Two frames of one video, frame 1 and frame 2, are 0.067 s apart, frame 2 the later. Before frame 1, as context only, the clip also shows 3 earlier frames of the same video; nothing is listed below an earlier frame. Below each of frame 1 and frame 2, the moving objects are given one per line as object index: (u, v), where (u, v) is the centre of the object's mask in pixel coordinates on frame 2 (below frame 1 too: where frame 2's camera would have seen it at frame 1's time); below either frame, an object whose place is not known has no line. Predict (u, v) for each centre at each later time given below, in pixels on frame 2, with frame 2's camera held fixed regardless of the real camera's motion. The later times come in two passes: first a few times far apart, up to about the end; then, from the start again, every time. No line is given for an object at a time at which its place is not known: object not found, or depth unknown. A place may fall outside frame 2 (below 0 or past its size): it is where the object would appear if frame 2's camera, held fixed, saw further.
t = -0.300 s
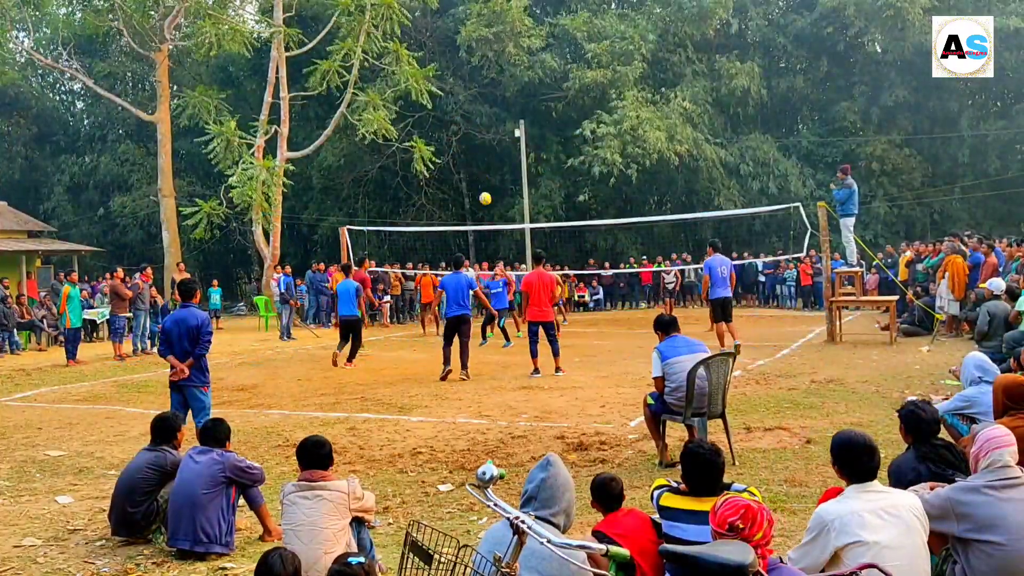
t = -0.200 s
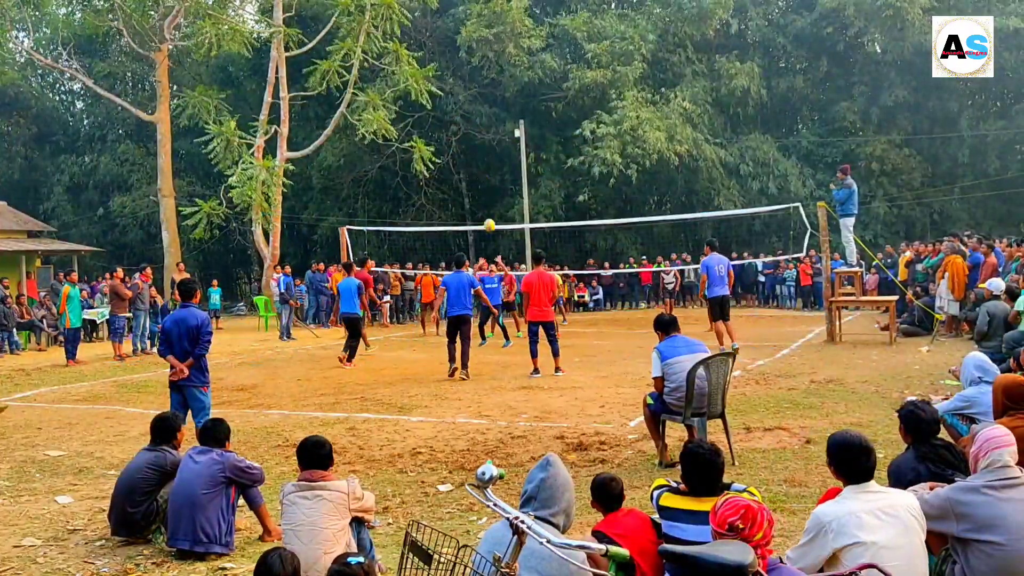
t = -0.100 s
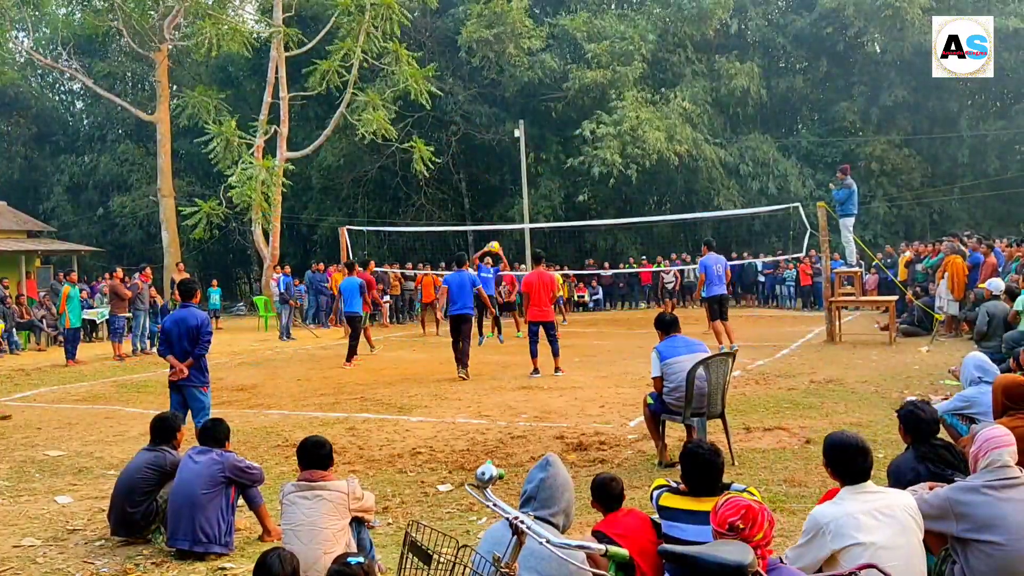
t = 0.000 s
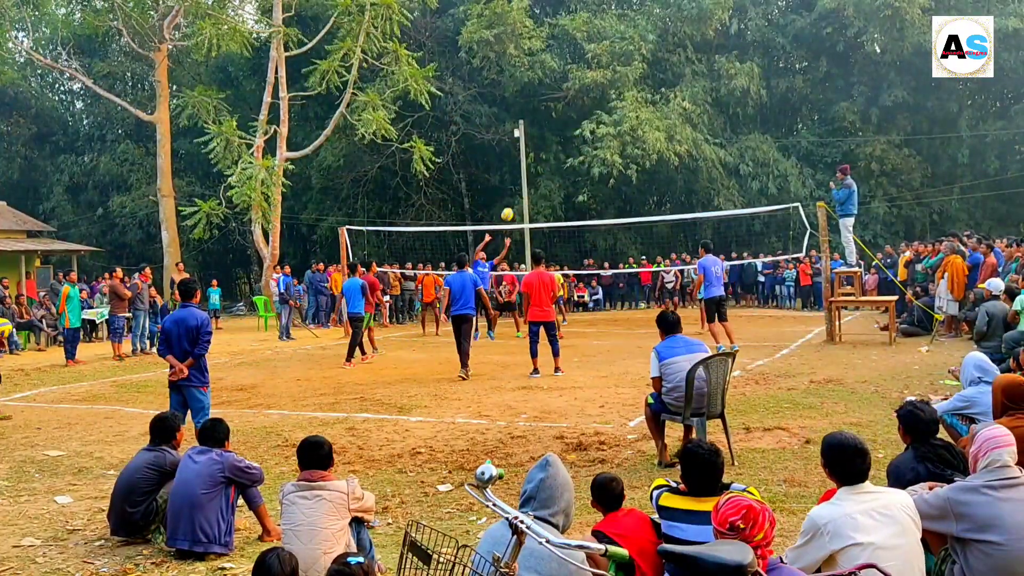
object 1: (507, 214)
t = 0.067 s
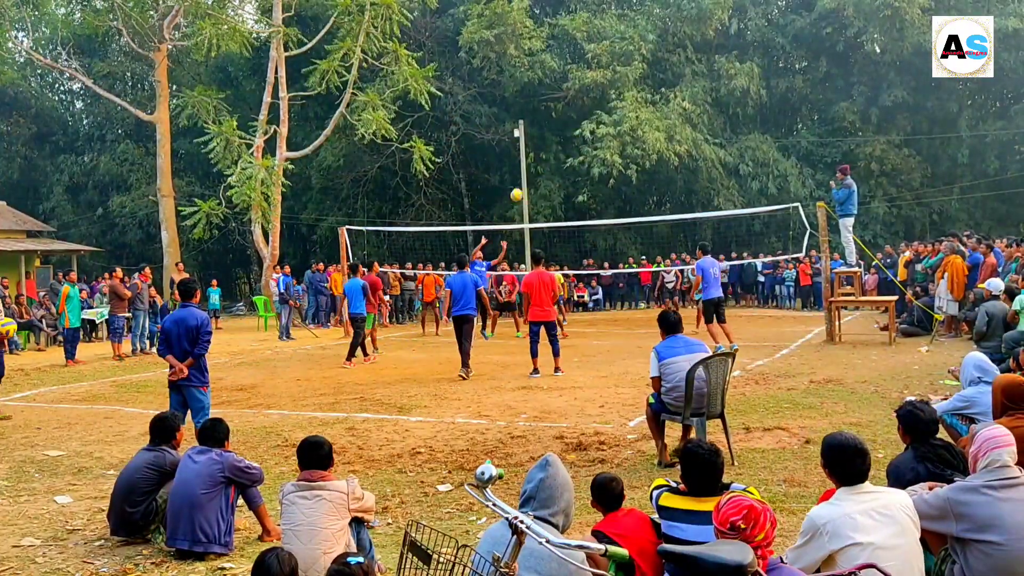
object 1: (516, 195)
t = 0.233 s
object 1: (540, 155)
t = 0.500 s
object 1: (579, 121)
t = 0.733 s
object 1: (614, 122)
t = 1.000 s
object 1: (653, 163)
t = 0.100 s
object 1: (521, 186)
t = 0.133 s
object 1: (526, 177)
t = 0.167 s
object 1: (531, 169)
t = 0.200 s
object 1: (535, 161)
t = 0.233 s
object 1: (540, 155)
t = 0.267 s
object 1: (545, 148)
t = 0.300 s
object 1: (550, 143)
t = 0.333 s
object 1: (555, 137)
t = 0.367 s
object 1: (560, 133)
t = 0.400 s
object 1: (565, 129)
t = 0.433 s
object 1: (569, 126)
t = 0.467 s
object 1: (574, 123)
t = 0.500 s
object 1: (579, 121)
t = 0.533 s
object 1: (584, 119)
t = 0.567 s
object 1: (589, 118)
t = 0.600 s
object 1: (594, 118)
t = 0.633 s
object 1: (599, 118)
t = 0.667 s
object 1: (604, 119)
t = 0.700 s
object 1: (609, 121)
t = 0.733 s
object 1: (614, 122)
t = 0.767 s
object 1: (619, 125)
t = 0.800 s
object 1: (623, 129)
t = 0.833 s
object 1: (628, 133)
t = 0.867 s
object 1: (634, 138)
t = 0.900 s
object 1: (638, 143)
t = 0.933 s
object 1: (643, 148)
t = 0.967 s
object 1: (648, 155)
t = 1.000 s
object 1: (653, 163)
